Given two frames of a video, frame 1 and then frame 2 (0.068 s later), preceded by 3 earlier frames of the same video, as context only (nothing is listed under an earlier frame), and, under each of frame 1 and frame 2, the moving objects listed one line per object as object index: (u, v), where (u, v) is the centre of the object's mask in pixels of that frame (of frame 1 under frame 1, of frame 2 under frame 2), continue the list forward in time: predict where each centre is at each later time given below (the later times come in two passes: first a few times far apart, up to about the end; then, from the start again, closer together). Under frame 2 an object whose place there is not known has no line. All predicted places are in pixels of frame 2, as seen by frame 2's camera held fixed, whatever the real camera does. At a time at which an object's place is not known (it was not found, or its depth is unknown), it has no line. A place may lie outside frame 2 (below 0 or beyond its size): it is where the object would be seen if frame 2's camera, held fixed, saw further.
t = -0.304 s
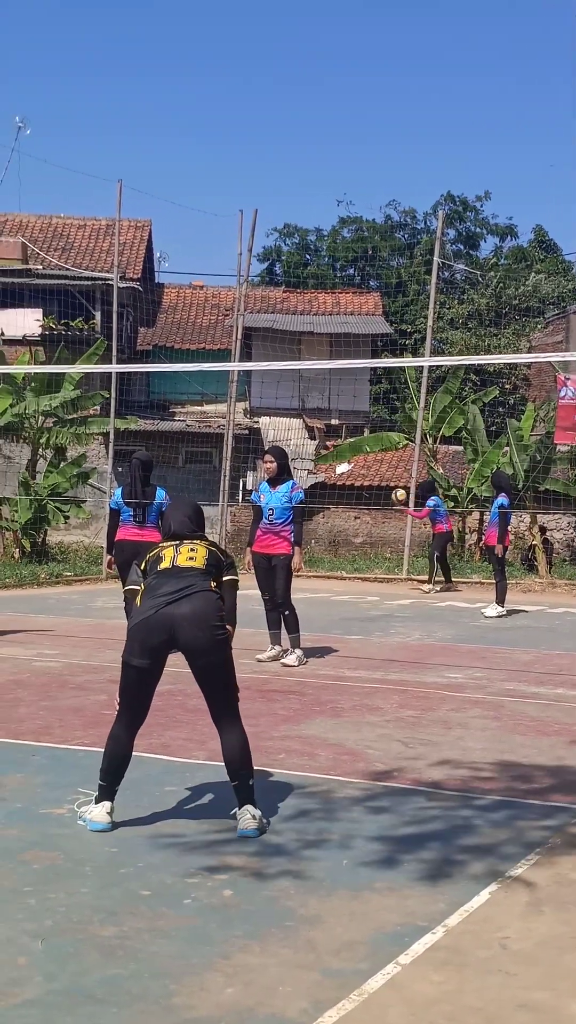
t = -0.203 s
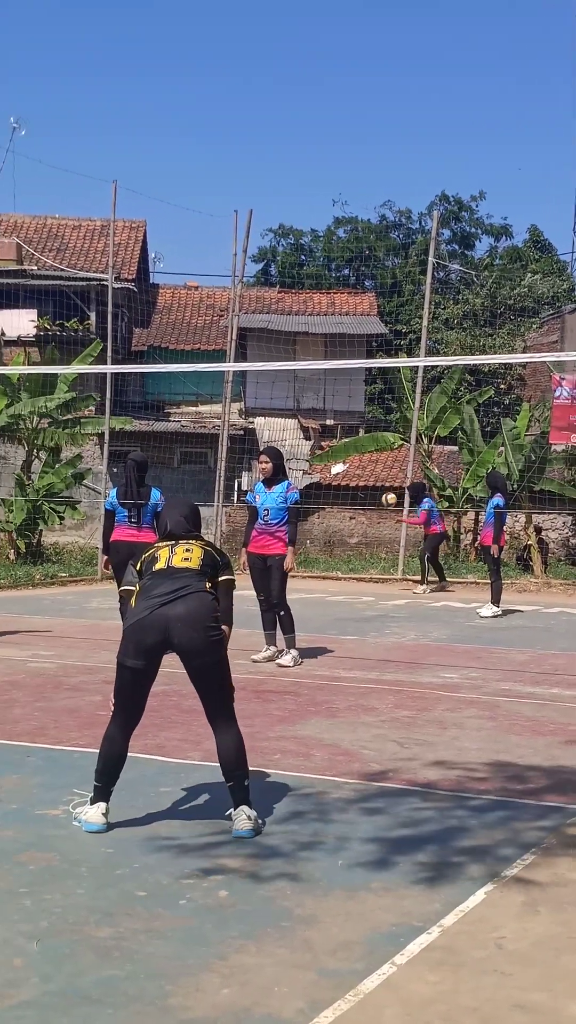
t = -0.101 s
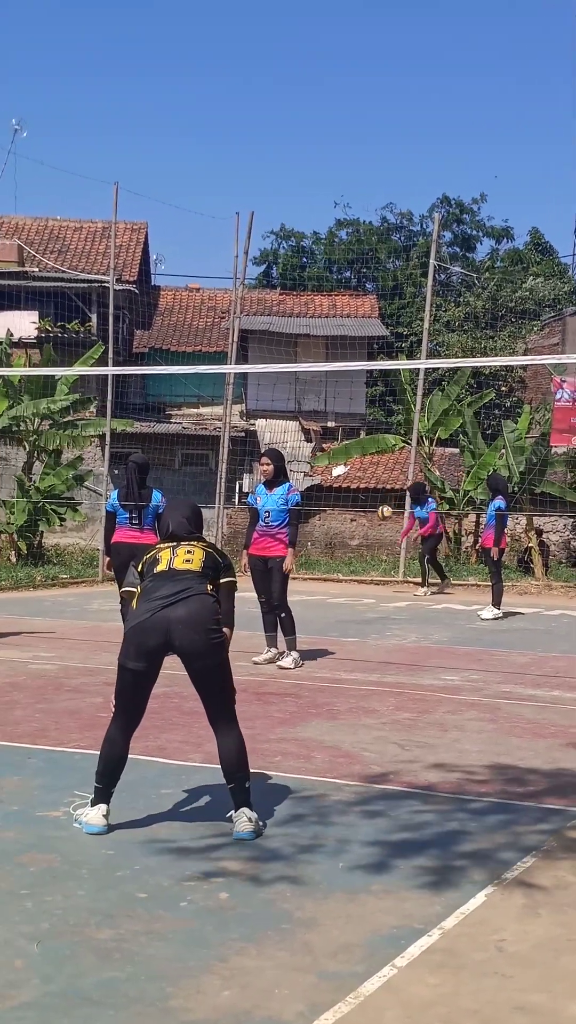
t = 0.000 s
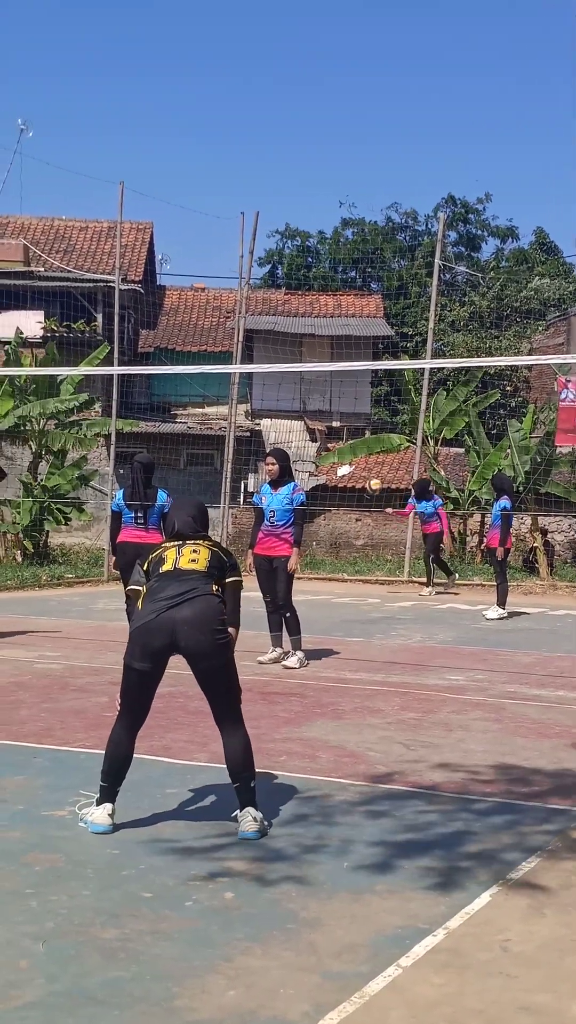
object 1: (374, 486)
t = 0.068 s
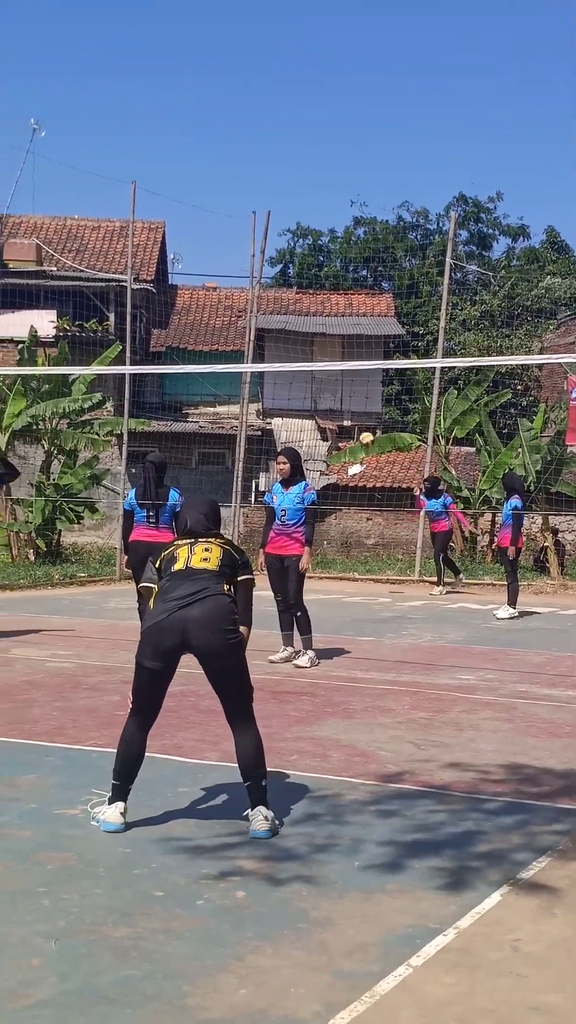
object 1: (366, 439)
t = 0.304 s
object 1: (289, 290)
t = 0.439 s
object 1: (235, 214)
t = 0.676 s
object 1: (124, 102)
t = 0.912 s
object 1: (-18, 27)
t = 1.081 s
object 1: (-147, 13)
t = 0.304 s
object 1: (289, 290)
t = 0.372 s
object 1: (263, 253)
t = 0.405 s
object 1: (249, 233)
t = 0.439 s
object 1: (235, 214)
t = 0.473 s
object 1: (221, 196)
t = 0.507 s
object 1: (206, 179)
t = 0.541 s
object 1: (190, 162)
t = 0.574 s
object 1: (174, 145)
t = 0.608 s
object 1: (158, 130)
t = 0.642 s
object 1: (141, 115)
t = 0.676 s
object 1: (124, 102)
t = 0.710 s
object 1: (106, 88)
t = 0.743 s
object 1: (87, 76)
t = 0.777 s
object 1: (68, 64)
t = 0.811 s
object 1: (48, 53)
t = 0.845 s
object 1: (27, 43)
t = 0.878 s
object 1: (6, 35)
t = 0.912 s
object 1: (-18, 27)
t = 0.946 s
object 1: (-42, 21)
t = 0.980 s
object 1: (-67, 16)
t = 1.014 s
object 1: (-93, 13)
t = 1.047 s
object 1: (-122, 11)
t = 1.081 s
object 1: (-147, 13)
